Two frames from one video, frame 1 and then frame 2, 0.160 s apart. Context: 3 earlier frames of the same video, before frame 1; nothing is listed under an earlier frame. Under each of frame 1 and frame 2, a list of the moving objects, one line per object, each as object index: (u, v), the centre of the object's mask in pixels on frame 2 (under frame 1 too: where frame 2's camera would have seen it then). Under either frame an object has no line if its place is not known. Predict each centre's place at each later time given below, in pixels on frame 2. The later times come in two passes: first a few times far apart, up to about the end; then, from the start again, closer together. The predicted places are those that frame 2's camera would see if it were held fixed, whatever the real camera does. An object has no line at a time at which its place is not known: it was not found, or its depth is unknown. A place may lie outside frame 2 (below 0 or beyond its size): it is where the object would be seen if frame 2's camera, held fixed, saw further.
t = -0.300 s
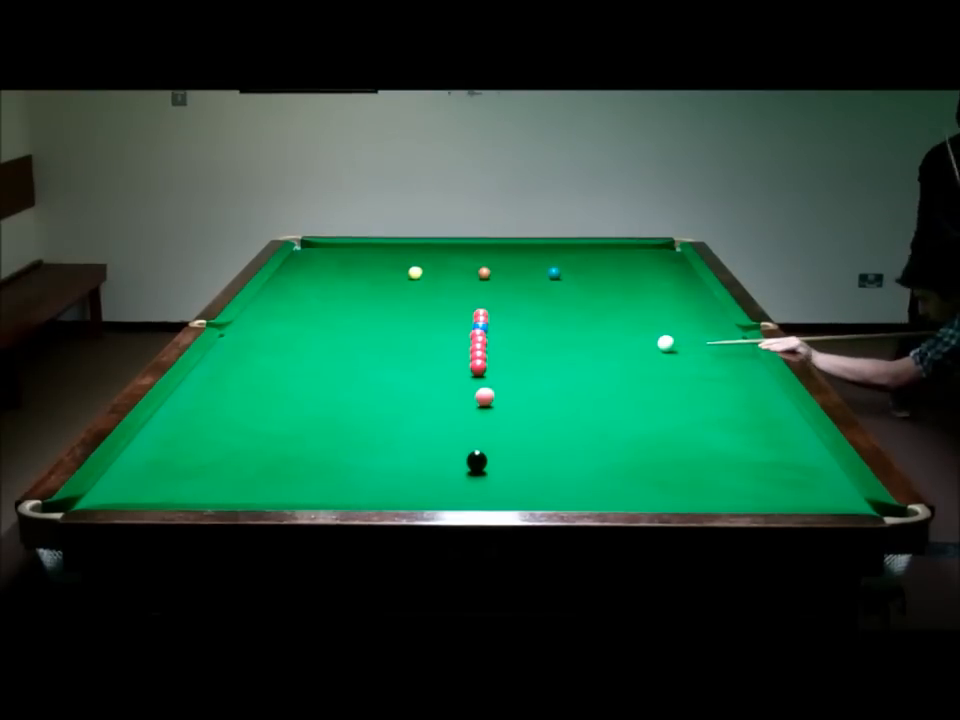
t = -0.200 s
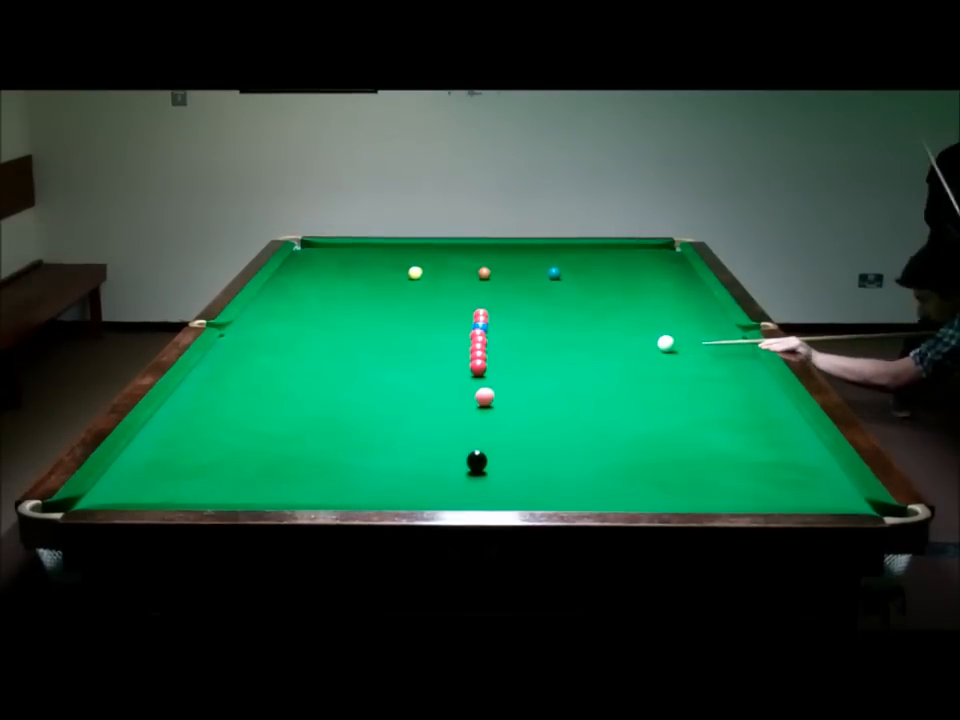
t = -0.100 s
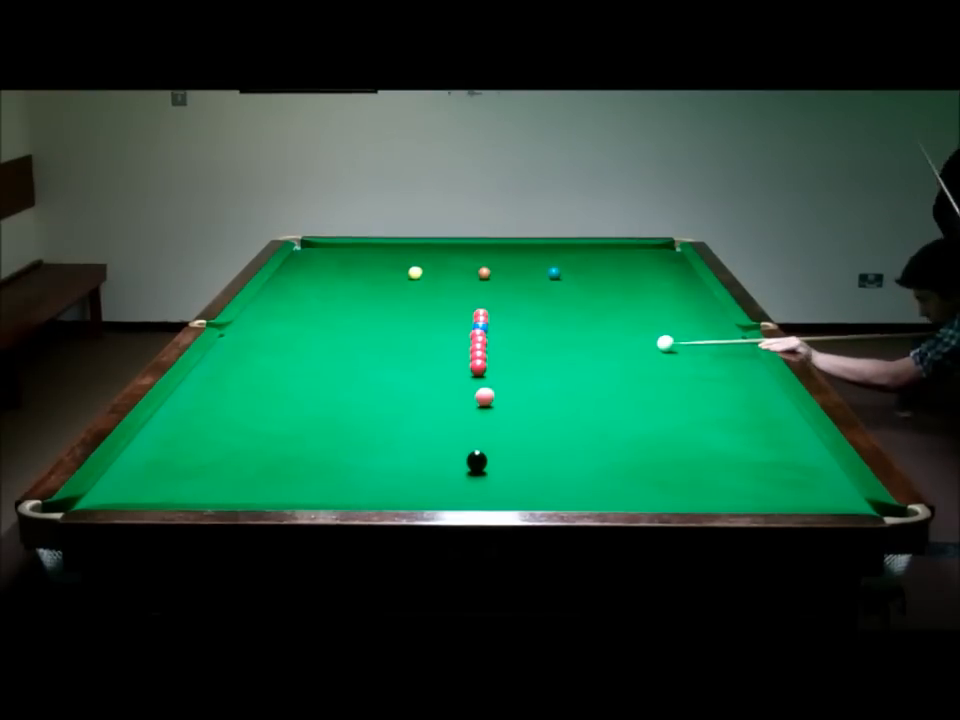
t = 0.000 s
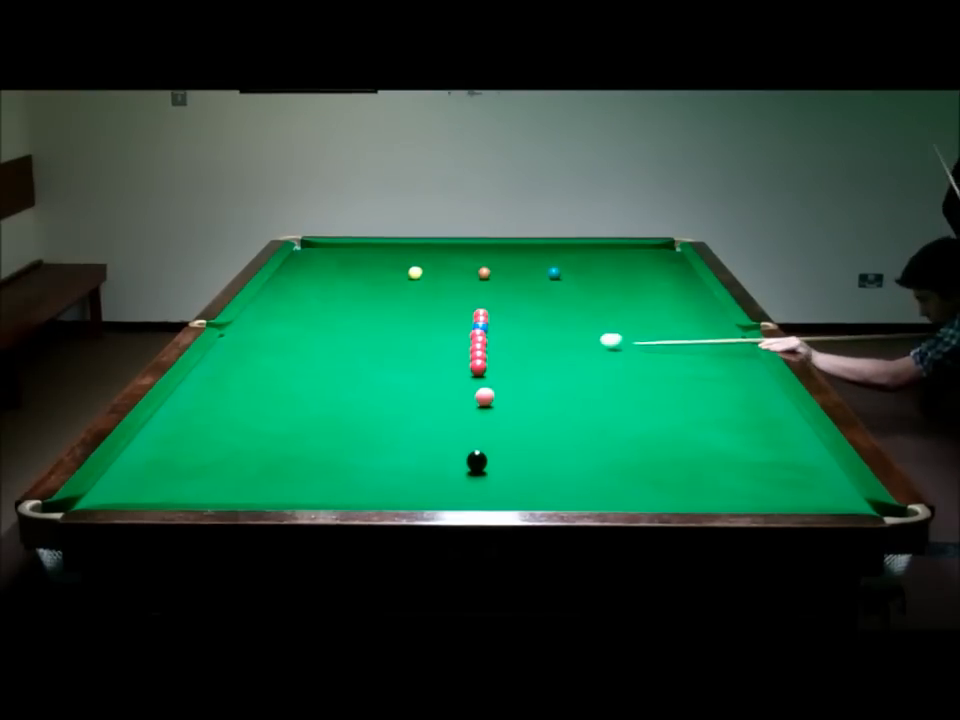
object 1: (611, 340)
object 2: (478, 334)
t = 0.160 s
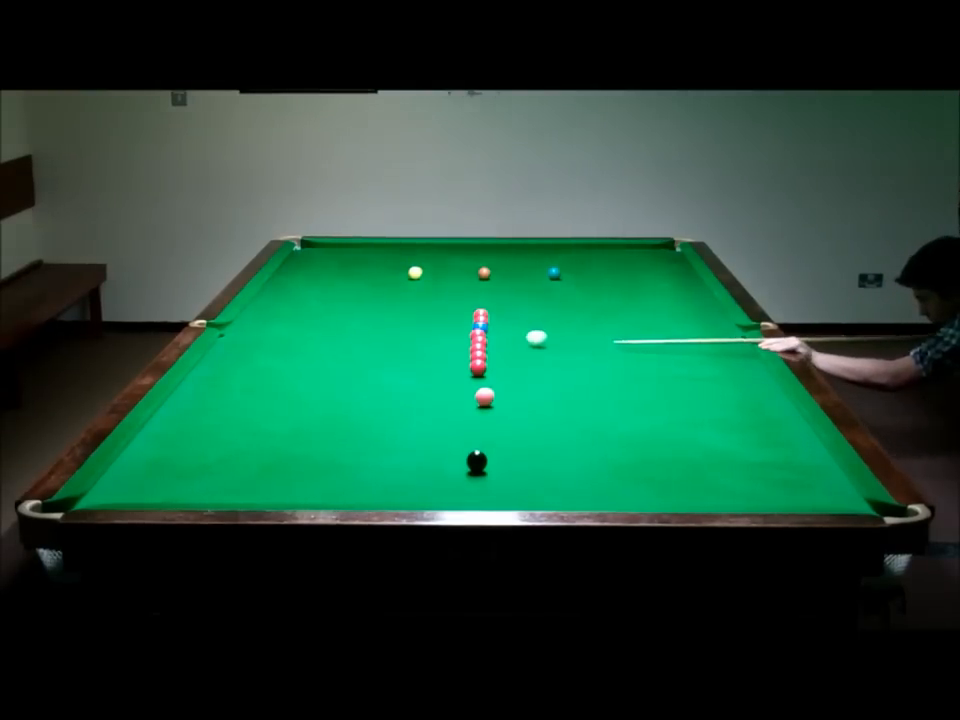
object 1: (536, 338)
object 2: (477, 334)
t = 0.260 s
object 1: (496, 337)
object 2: (475, 334)
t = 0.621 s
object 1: (467, 334)
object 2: (379, 333)
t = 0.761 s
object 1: (456, 334)
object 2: (346, 332)
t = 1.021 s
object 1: (436, 333)
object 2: (286, 330)
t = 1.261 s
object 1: (420, 332)
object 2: (234, 328)
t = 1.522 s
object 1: (403, 330)
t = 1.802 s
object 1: (388, 330)
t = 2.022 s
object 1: (378, 329)
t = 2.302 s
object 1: (367, 329)
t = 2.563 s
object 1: (359, 328)
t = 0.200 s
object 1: (520, 338)
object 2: (477, 334)
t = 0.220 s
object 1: (512, 337)
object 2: (476, 334)
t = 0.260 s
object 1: (496, 337)
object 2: (475, 334)
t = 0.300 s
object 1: (493, 337)
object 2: (464, 335)
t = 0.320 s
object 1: (493, 336)
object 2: (458, 335)
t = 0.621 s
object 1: (467, 334)
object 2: (379, 333)
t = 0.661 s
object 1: (464, 334)
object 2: (369, 333)
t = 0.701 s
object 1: (461, 334)
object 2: (359, 333)
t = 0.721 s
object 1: (459, 334)
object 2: (355, 332)
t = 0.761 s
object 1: (456, 334)
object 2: (346, 332)
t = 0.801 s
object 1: (453, 334)
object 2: (336, 332)
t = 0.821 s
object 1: (451, 334)
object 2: (331, 332)
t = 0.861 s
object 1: (448, 334)
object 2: (323, 331)
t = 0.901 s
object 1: (445, 333)
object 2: (313, 331)
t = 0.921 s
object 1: (443, 333)
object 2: (309, 331)
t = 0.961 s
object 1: (440, 333)
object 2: (299, 331)
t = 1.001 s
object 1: (437, 333)
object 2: (291, 331)
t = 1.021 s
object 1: (436, 333)
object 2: (286, 330)
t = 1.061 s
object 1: (433, 333)
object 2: (278, 330)
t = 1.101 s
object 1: (430, 332)
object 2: (269, 330)
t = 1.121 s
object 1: (429, 332)
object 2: (264, 329)
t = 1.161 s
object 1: (426, 332)
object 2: (256, 329)
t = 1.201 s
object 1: (423, 332)
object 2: (247, 329)
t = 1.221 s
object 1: (422, 332)
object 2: (243, 329)
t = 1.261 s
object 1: (420, 332)
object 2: (234, 328)
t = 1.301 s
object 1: (417, 332)
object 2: (226, 328)
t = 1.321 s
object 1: (416, 331)
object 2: (222, 327)
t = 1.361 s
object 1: (413, 331)
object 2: (215, 327)
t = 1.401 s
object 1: (411, 331)
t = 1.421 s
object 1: (409, 331)
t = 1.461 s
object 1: (407, 331)
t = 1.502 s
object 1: (405, 331)
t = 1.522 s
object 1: (403, 330)
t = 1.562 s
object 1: (401, 330)
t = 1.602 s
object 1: (399, 330)
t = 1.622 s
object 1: (398, 330)
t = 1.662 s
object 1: (395, 330)
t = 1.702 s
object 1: (393, 330)
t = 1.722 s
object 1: (392, 330)
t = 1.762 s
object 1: (390, 330)
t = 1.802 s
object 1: (388, 330)
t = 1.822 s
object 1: (387, 330)
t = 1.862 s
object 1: (385, 330)
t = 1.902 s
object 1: (383, 330)
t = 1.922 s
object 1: (382, 329)
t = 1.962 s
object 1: (381, 329)
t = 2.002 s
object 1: (379, 329)
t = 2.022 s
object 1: (378, 329)
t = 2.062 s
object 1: (376, 329)
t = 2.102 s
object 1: (375, 329)
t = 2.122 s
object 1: (374, 329)
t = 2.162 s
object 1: (372, 329)
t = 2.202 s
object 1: (371, 329)
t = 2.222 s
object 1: (370, 329)
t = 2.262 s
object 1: (369, 328)
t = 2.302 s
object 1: (367, 329)
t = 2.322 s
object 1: (366, 329)
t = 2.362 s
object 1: (365, 328)
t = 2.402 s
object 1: (364, 329)
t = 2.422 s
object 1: (363, 328)
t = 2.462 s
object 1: (362, 328)
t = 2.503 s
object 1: (361, 328)
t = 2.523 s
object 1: (360, 328)
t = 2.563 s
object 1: (359, 328)
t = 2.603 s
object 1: (358, 328)
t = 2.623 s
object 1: (357, 328)
